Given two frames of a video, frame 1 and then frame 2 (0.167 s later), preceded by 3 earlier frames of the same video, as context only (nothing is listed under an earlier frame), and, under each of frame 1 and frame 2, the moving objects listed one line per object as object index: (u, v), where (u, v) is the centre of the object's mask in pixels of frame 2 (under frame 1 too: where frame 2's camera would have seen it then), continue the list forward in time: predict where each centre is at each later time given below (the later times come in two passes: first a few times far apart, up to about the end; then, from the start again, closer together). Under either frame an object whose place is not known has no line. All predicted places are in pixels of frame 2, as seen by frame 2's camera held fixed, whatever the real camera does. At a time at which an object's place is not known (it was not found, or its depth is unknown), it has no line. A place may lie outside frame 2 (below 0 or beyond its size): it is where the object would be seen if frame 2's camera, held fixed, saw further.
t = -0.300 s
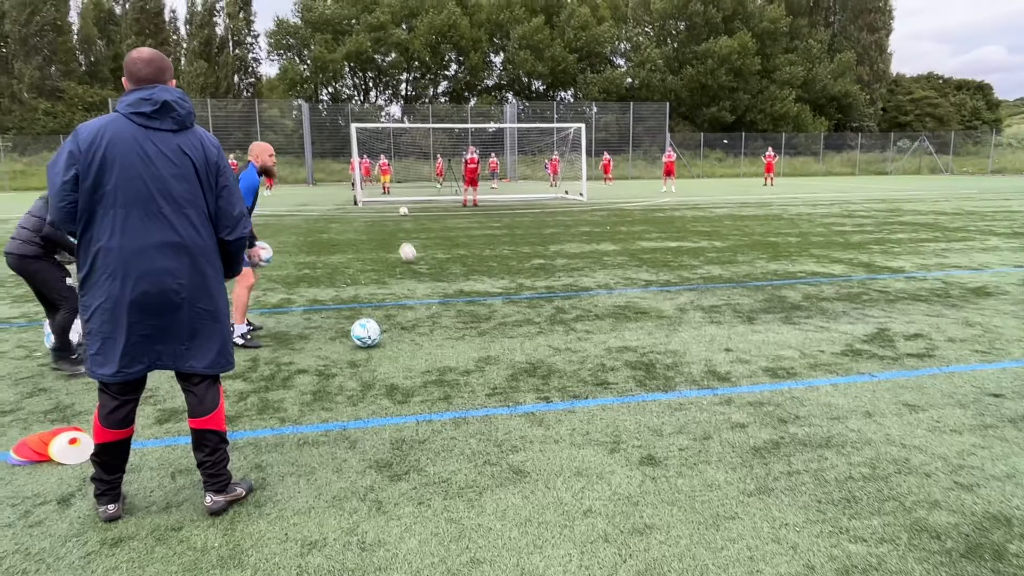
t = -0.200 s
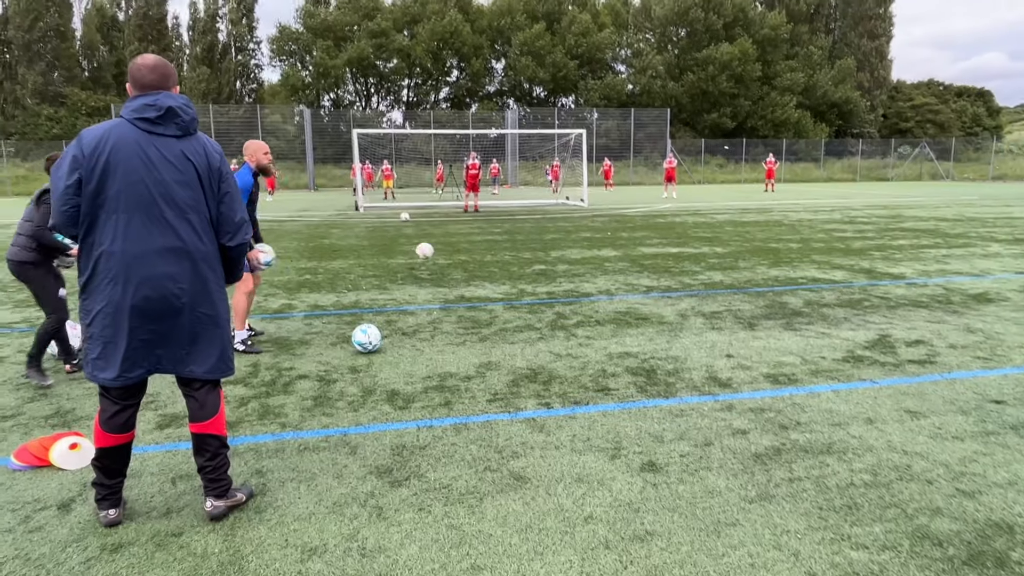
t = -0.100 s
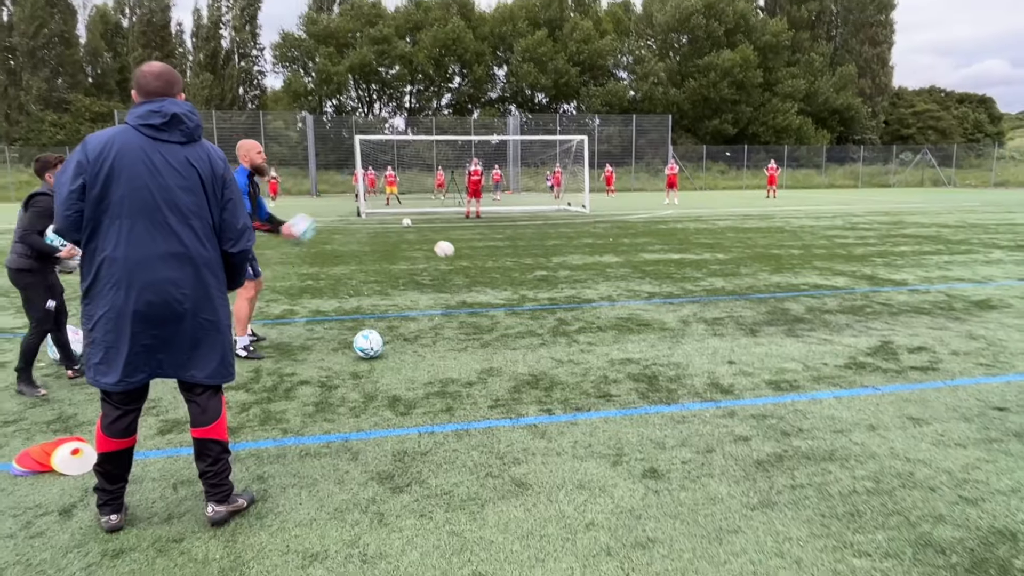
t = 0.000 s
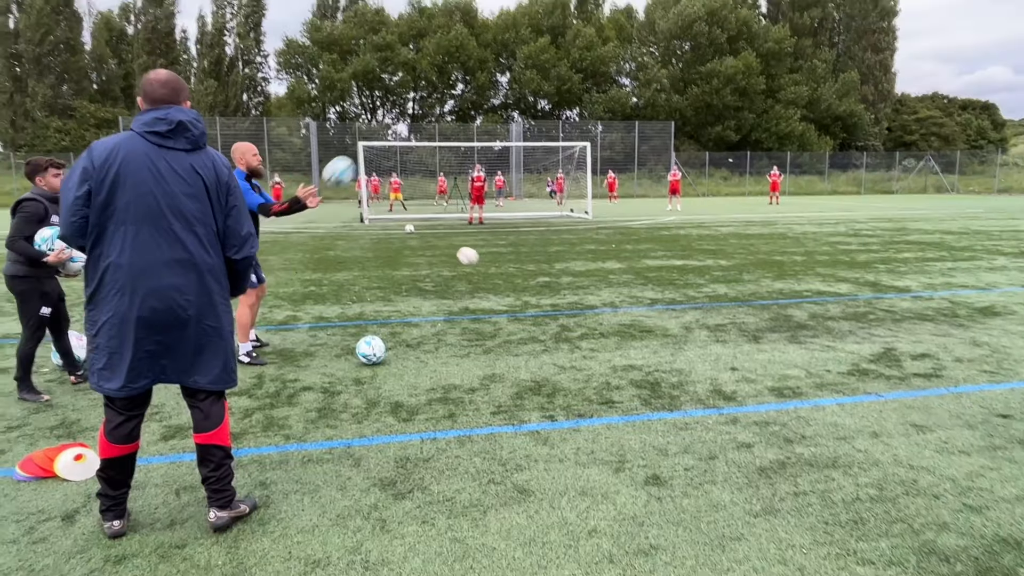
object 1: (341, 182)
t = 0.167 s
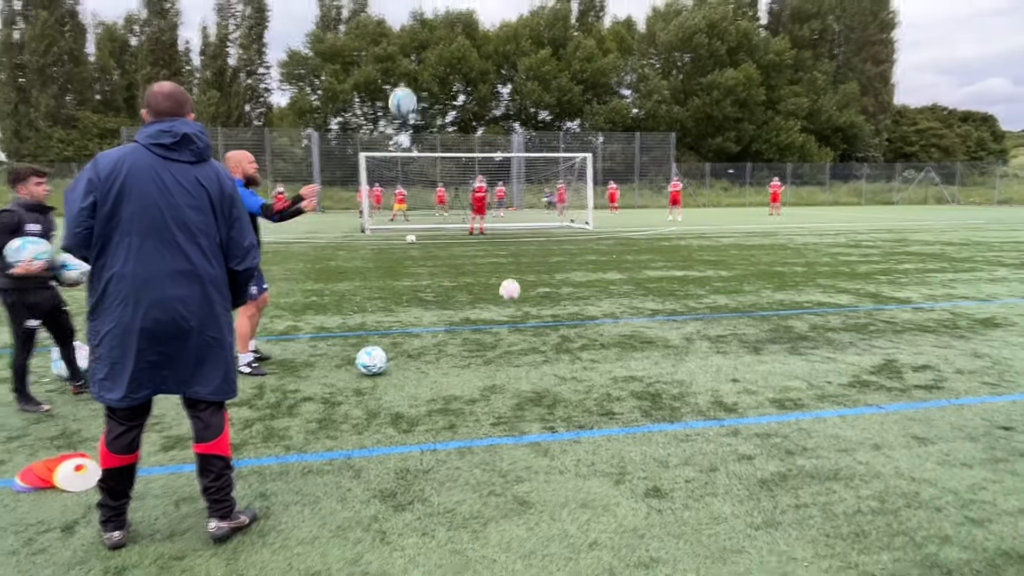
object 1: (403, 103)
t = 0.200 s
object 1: (415, 91)
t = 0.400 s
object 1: (488, 50)
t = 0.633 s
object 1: (570, 66)
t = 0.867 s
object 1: (644, 143)
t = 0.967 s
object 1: (673, 192)
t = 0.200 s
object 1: (415, 91)
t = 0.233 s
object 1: (427, 82)
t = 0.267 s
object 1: (439, 72)
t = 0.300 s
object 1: (452, 65)
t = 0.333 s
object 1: (464, 59)
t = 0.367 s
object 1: (476, 53)
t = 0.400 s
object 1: (488, 50)
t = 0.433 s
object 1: (500, 48)
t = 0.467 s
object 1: (512, 48)
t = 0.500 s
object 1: (524, 49)
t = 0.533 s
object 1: (536, 51)
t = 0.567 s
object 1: (547, 55)
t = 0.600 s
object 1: (558, 60)
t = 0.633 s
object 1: (570, 66)
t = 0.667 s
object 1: (581, 74)
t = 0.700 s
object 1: (592, 83)
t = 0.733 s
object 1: (602, 92)
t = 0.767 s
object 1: (613, 104)
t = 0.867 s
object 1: (644, 143)
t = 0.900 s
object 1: (654, 159)
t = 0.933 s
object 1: (663, 174)
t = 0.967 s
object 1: (673, 192)
